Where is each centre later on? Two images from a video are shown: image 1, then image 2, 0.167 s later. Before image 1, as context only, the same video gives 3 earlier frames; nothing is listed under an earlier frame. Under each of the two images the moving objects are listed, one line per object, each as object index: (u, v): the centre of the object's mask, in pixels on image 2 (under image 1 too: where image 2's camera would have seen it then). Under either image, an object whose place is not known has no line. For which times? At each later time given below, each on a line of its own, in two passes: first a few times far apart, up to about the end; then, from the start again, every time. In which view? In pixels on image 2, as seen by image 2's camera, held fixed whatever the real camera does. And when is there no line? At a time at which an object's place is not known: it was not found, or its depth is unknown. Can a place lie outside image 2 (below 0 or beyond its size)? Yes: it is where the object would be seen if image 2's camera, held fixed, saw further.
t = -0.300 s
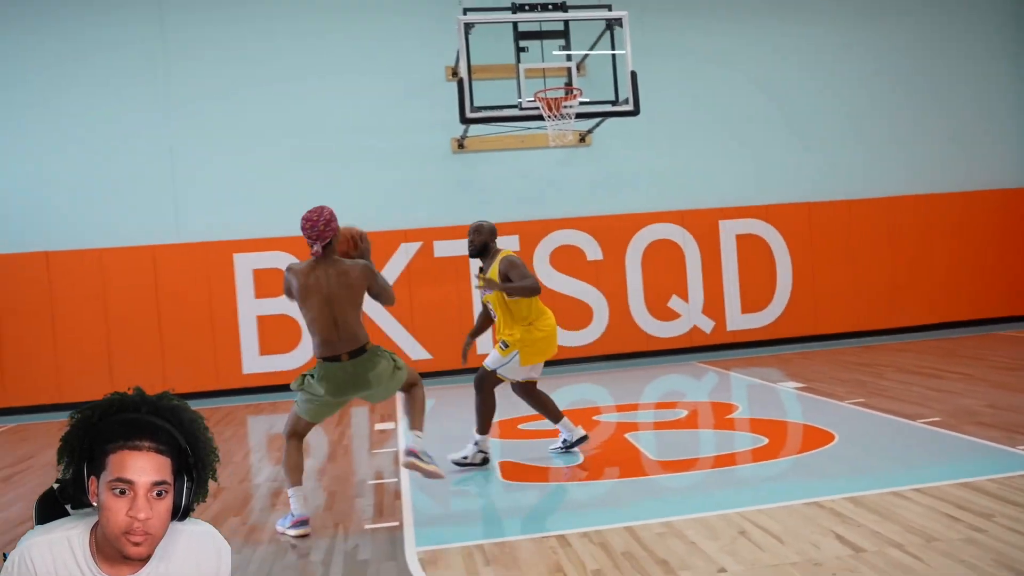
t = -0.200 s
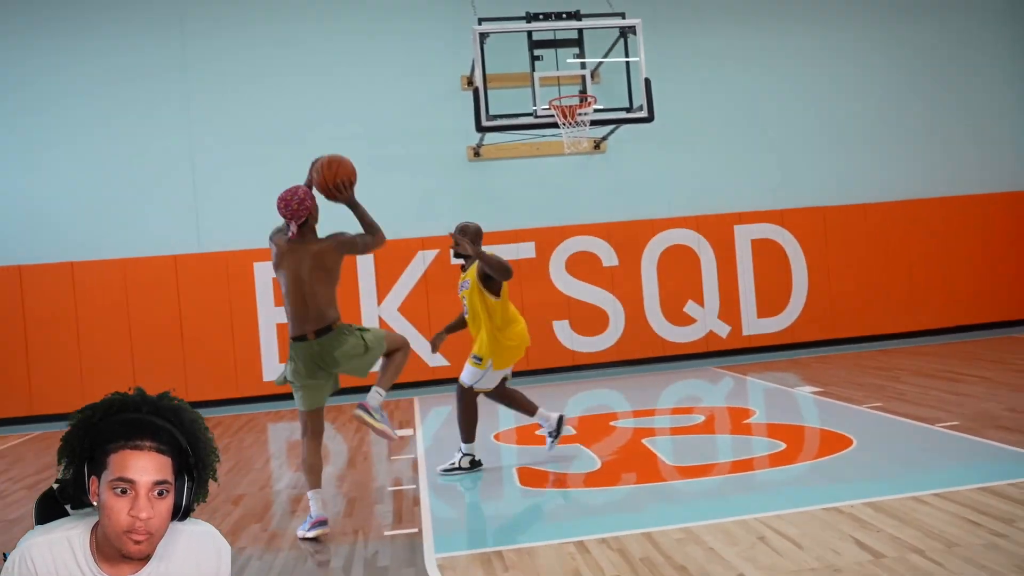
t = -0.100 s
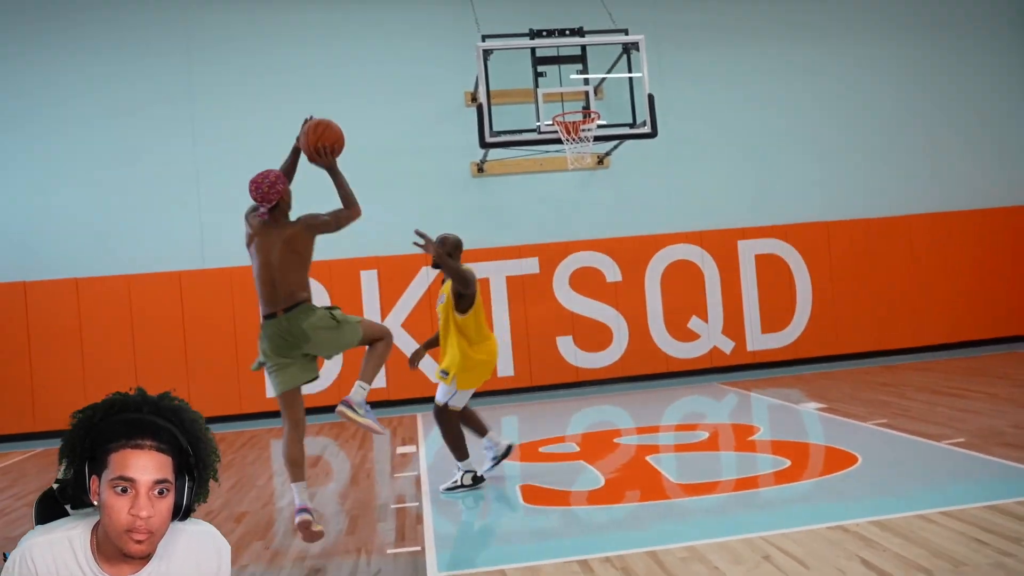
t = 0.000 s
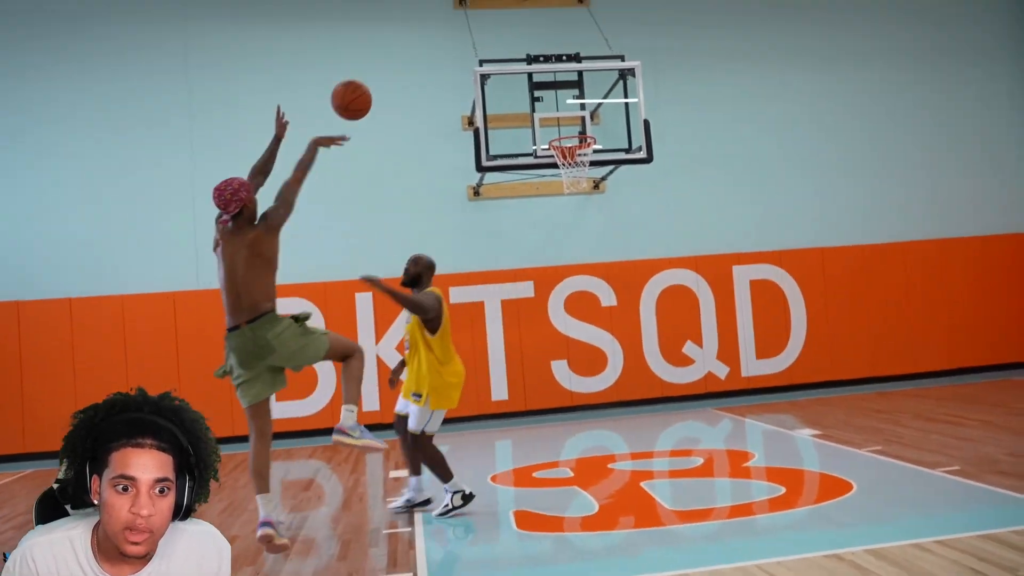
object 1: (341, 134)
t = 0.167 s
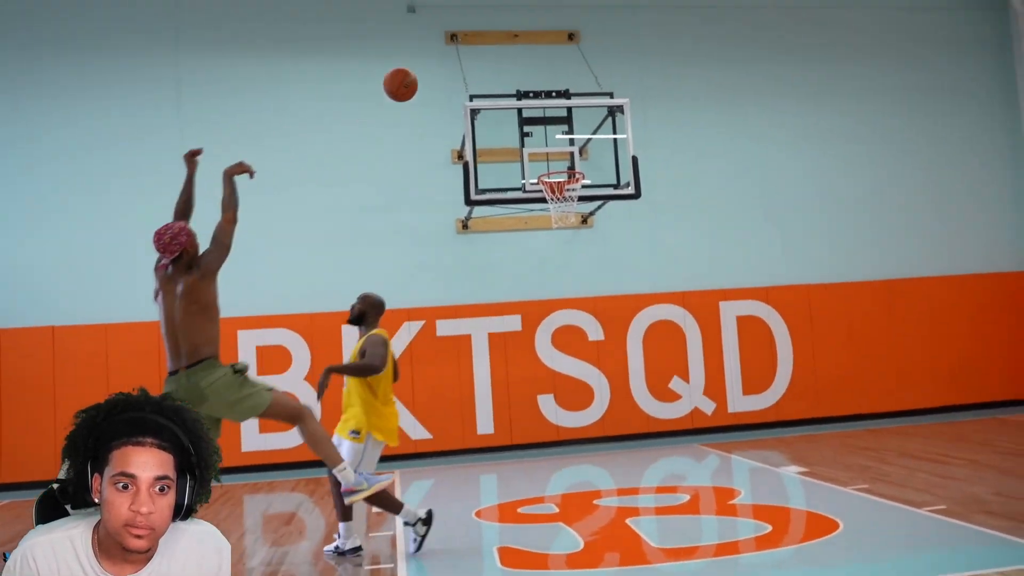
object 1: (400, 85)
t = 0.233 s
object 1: (419, 80)
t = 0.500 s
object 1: (479, 111)
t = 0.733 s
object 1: (520, 184)
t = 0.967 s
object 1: (553, 286)
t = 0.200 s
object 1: (410, 82)
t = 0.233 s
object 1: (419, 80)
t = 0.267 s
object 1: (428, 80)
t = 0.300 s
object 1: (436, 82)
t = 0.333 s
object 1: (444, 84)
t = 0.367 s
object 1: (452, 87)
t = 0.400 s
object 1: (459, 92)
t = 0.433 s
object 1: (466, 97)
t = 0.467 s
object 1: (473, 104)
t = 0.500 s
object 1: (479, 111)
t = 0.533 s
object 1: (486, 120)
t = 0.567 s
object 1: (492, 128)
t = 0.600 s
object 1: (497, 138)
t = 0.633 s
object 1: (503, 149)
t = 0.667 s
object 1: (509, 160)
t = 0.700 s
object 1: (514, 171)
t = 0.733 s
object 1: (520, 184)
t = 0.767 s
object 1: (525, 197)
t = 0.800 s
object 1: (530, 210)
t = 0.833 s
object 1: (535, 225)
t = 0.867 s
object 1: (539, 239)
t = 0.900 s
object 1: (544, 255)
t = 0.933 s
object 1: (548, 270)
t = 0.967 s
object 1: (553, 286)
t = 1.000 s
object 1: (557, 302)
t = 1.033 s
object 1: (562, 319)
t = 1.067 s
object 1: (566, 336)
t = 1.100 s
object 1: (571, 353)
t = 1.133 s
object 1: (574, 370)
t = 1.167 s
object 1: (577, 385)
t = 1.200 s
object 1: (580, 394)
